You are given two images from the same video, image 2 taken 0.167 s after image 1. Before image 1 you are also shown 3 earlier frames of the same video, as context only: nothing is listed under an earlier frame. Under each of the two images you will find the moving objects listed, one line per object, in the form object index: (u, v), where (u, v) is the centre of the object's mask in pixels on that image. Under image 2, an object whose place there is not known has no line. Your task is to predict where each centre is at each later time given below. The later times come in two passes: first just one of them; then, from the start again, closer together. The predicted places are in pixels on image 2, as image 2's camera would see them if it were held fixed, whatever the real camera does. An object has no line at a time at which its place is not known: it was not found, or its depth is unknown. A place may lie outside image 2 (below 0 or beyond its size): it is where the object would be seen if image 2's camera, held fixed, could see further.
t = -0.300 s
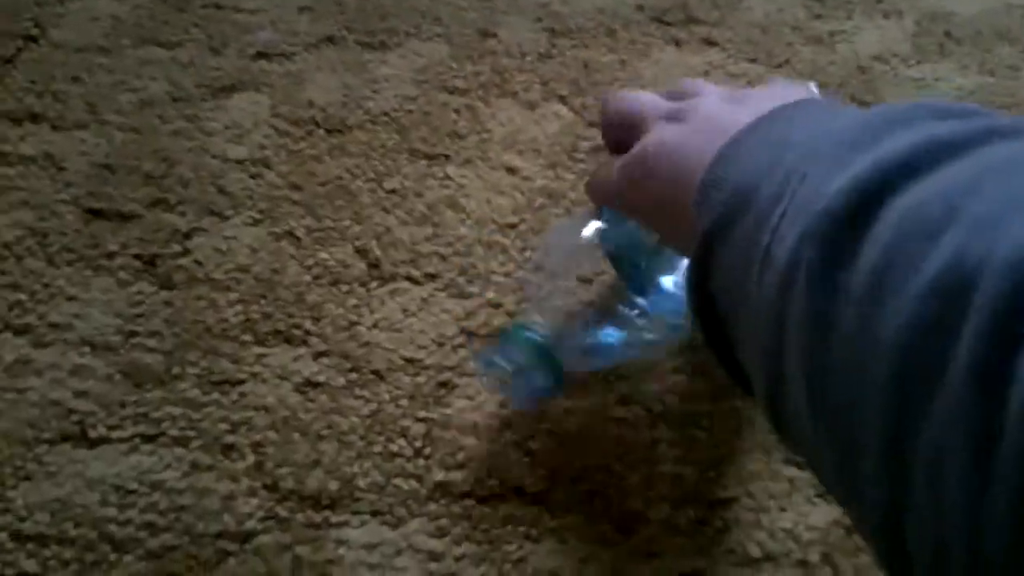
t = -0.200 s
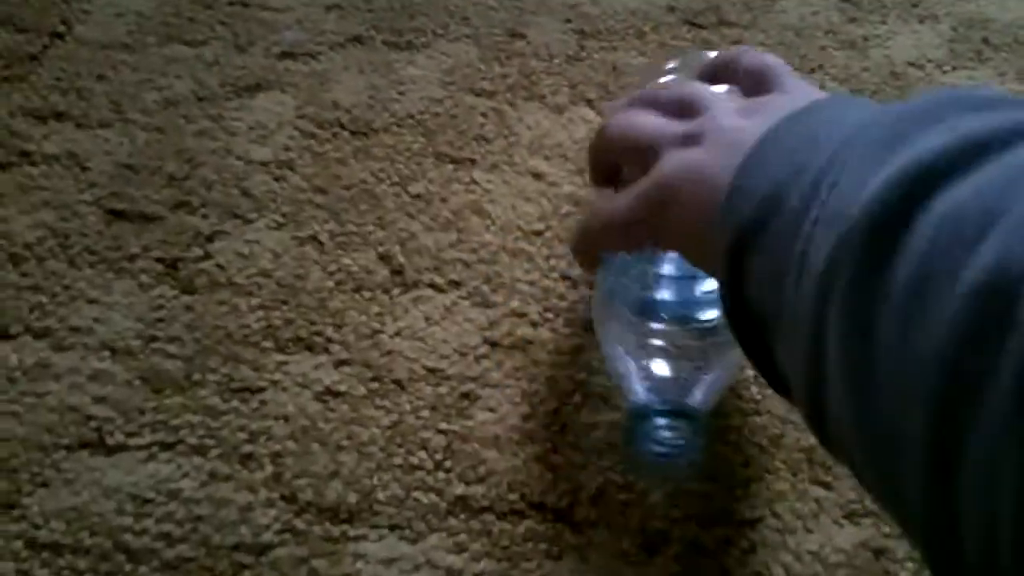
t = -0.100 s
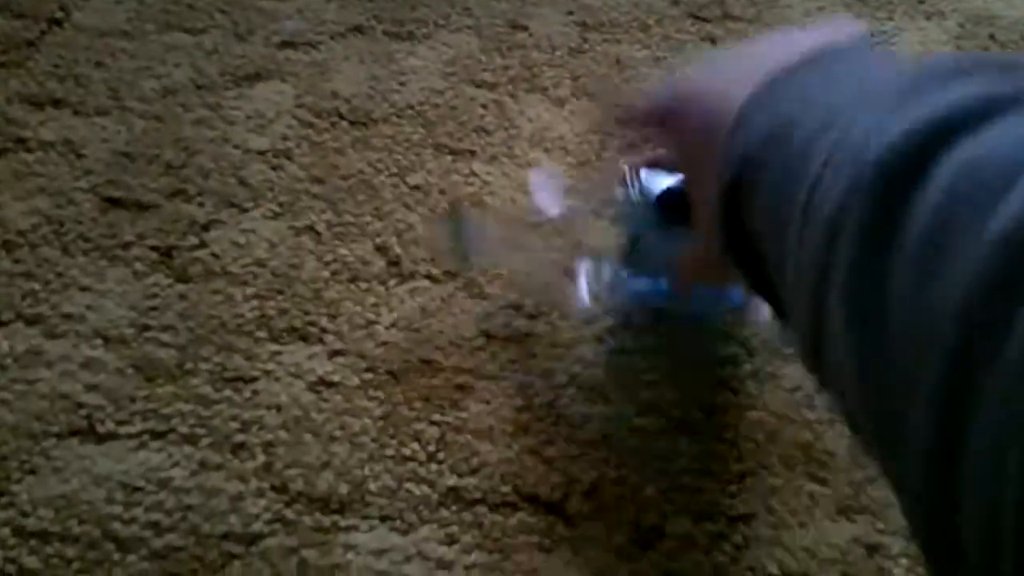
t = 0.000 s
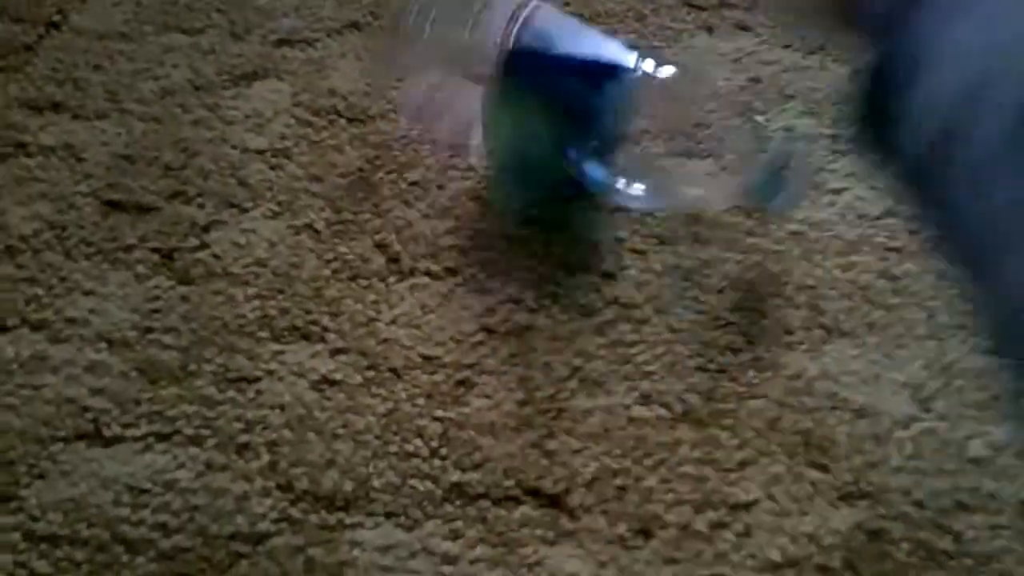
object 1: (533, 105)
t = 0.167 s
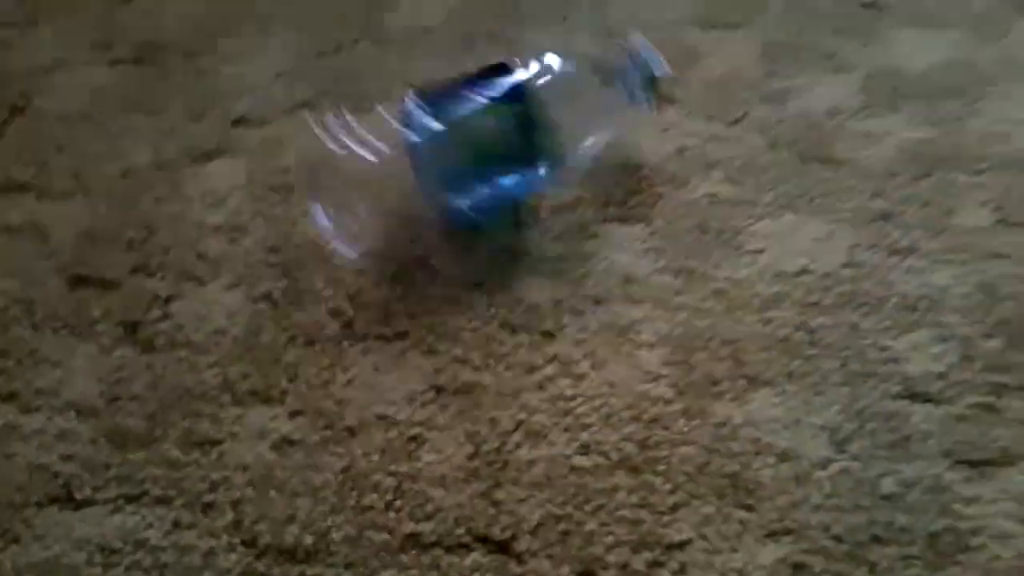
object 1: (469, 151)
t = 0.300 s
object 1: (536, 102)
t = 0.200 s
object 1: (464, 118)
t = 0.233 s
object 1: (489, 105)
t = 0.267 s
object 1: (508, 102)
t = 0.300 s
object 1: (536, 102)
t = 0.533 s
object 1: (481, 91)
